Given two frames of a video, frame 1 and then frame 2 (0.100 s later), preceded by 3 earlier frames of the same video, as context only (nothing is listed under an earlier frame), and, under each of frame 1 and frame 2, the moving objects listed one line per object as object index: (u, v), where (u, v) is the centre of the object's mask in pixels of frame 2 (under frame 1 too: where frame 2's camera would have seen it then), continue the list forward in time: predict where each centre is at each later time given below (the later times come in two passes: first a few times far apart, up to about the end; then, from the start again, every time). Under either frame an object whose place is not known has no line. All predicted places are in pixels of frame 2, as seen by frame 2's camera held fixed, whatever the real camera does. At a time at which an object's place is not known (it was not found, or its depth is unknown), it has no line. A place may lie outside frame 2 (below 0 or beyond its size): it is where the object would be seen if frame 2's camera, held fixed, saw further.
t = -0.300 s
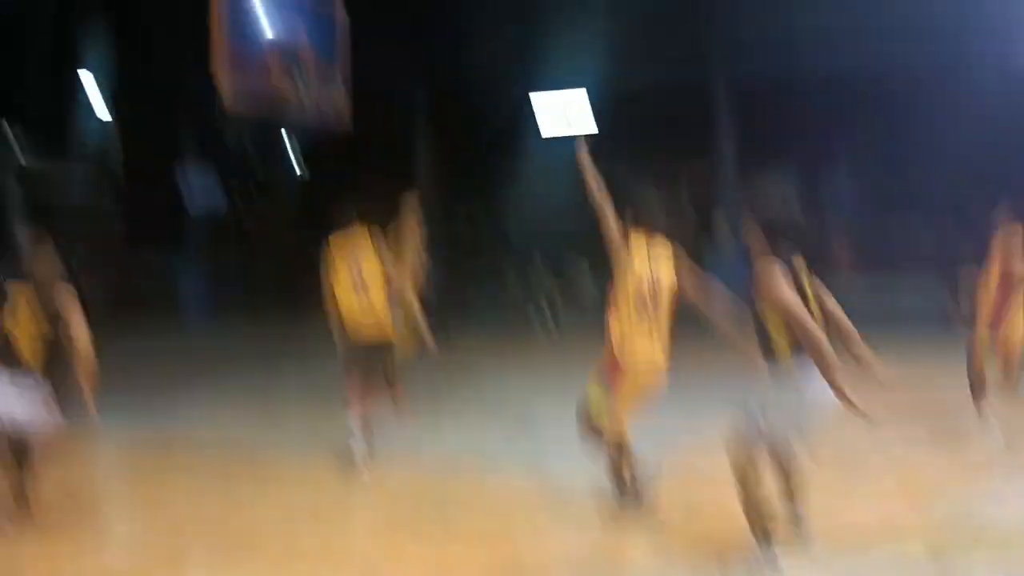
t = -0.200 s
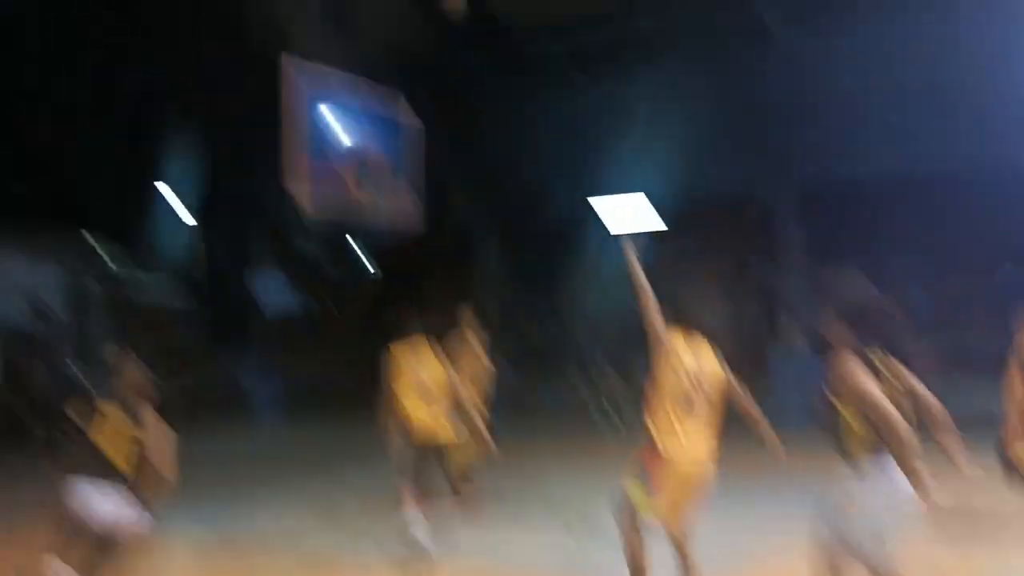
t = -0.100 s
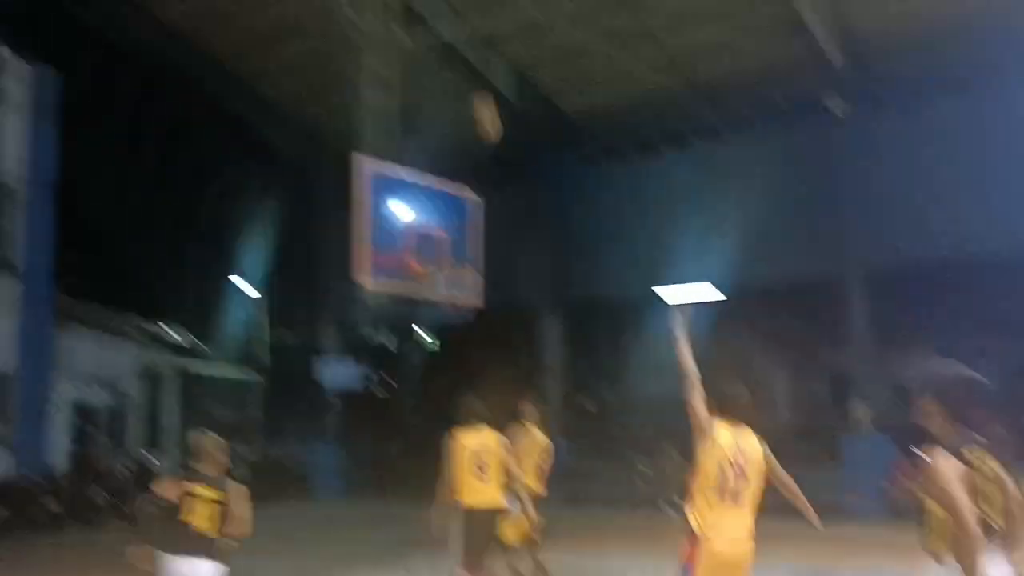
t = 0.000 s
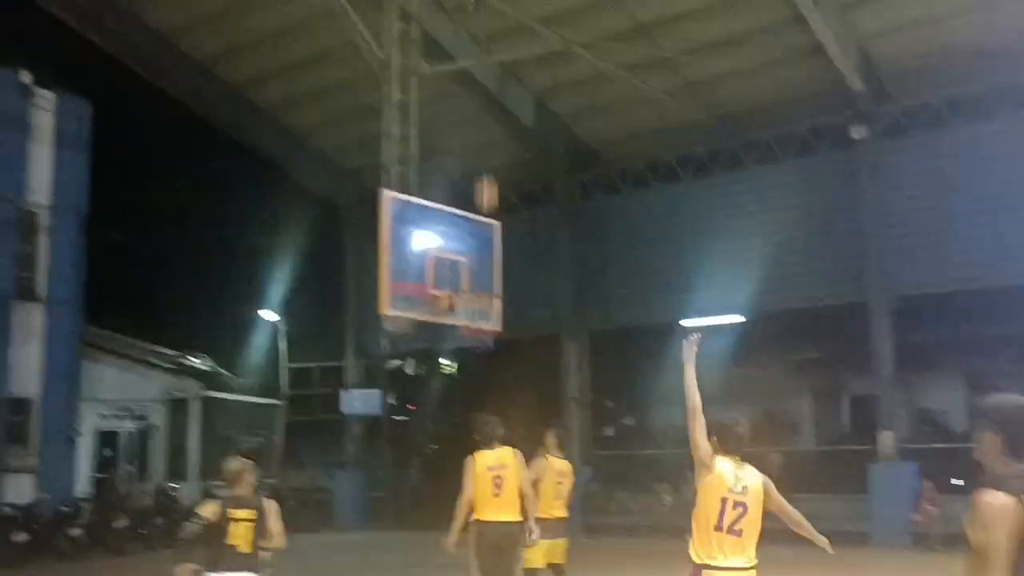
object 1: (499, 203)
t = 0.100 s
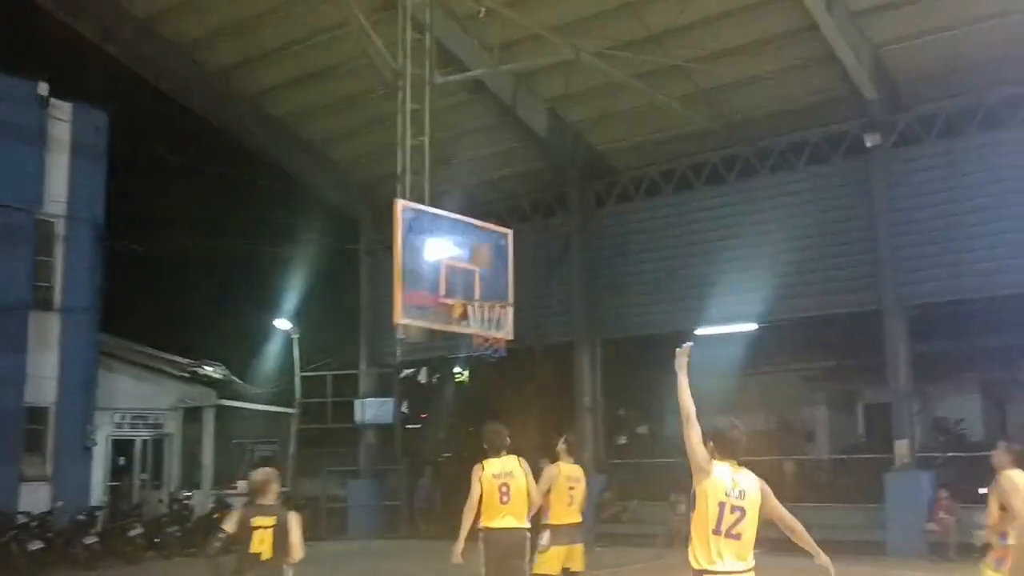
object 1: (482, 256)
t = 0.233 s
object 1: (466, 274)
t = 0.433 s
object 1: (499, 232)
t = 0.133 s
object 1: (475, 276)
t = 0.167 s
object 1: (468, 290)
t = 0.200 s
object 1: (466, 283)
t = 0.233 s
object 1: (466, 274)
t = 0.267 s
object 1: (470, 263)
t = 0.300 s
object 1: (477, 255)
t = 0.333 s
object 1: (482, 249)
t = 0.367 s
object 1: (488, 241)
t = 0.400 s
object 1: (494, 237)
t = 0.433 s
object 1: (499, 232)
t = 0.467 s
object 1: (505, 229)
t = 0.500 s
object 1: (510, 227)
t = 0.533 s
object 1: (516, 227)
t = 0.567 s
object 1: (521, 227)
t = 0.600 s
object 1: (526, 228)
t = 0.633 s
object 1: (531, 230)
